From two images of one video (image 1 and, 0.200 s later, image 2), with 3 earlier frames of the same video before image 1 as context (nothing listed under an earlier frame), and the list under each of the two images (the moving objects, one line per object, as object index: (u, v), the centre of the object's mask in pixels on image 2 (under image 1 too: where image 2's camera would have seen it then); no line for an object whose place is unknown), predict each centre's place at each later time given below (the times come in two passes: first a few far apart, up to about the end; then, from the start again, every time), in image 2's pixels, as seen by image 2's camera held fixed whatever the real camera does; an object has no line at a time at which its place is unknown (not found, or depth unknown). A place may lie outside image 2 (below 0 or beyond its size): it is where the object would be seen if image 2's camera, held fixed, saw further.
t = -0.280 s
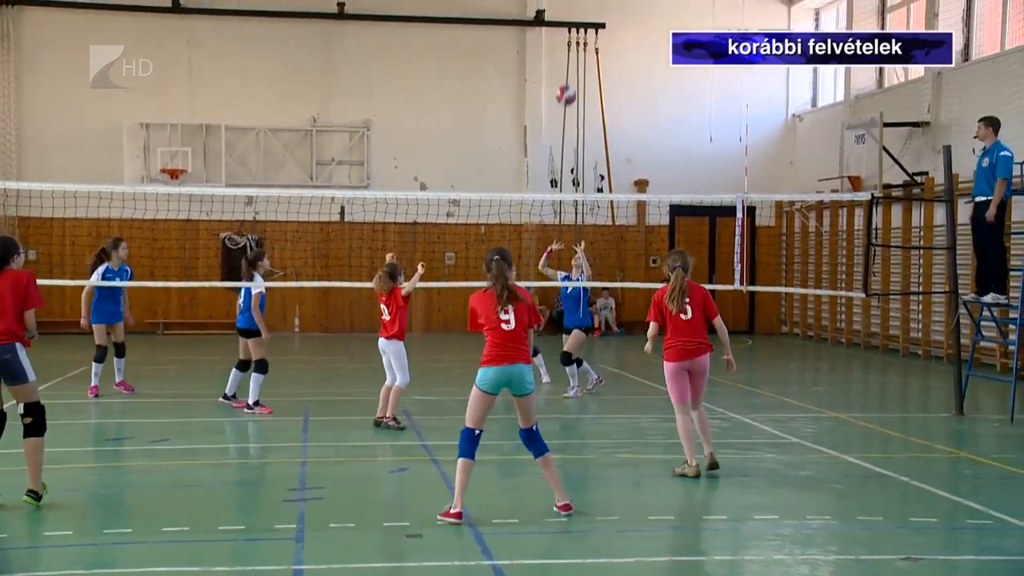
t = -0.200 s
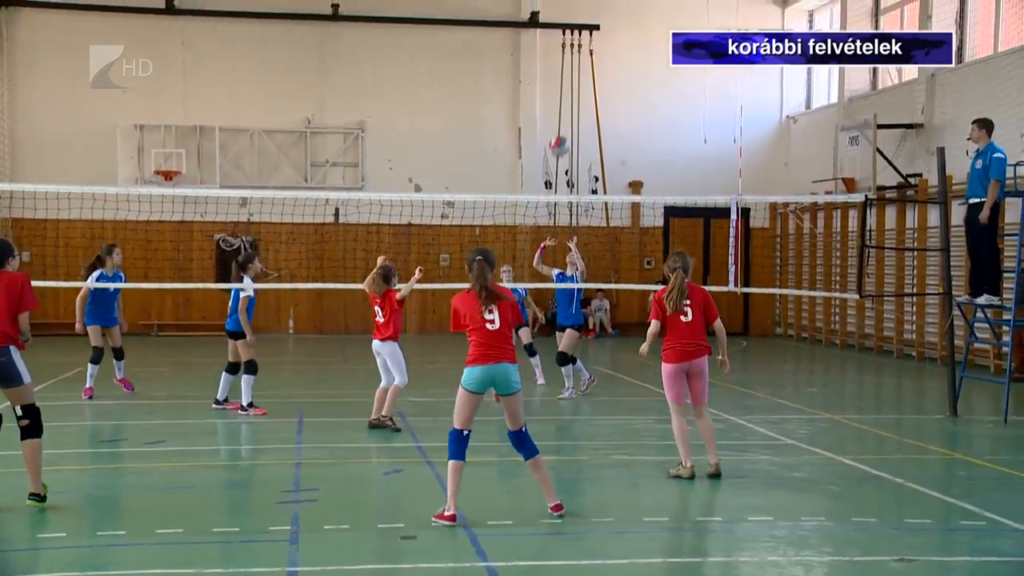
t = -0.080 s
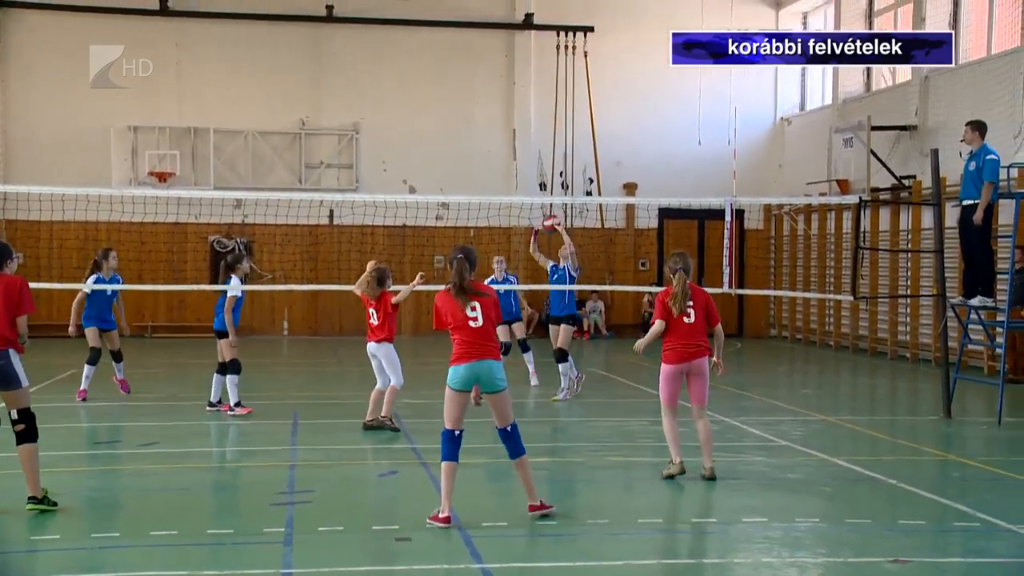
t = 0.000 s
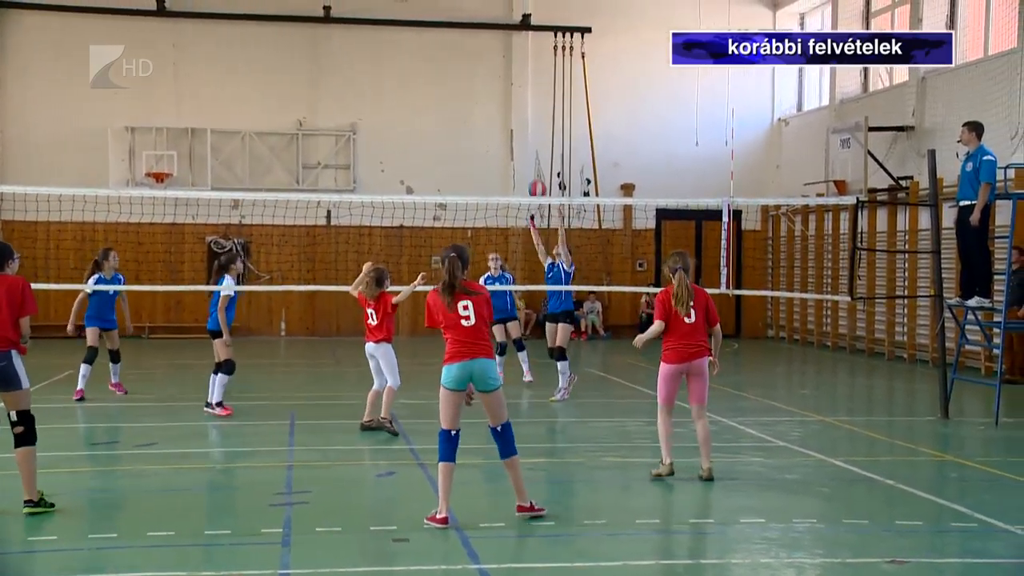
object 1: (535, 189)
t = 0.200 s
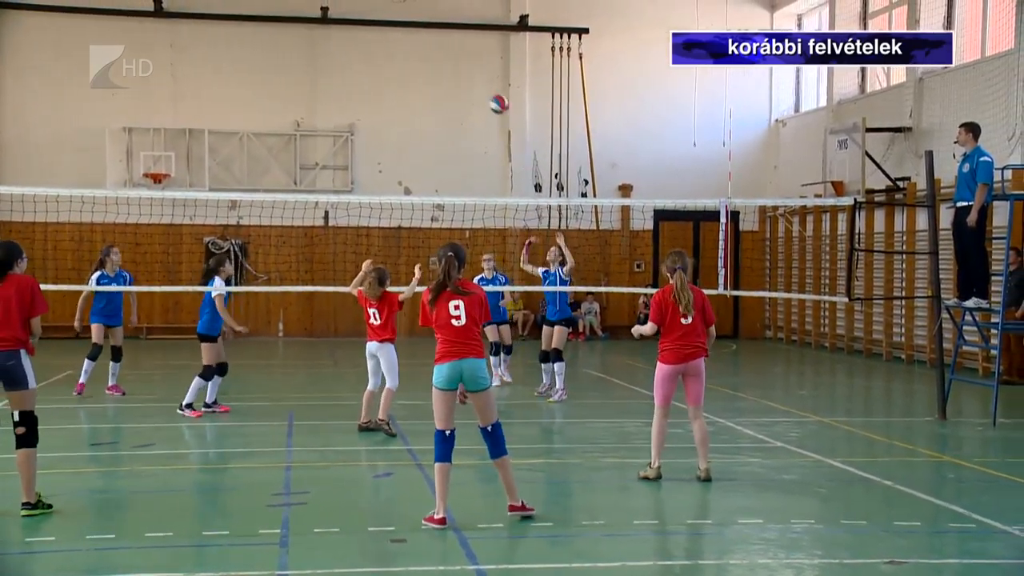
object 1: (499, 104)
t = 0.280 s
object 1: (485, 79)
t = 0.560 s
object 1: (435, 39)
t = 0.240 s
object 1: (492, 92)
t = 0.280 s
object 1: (485, 79)
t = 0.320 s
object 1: (478, 69)
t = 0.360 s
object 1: (471, 60)
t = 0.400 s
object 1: (464, 53)
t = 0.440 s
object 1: (457, 47)
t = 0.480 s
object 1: (450, 43)
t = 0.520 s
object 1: (442, 40)
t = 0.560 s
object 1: (435, 39)
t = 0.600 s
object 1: (428, 39)
